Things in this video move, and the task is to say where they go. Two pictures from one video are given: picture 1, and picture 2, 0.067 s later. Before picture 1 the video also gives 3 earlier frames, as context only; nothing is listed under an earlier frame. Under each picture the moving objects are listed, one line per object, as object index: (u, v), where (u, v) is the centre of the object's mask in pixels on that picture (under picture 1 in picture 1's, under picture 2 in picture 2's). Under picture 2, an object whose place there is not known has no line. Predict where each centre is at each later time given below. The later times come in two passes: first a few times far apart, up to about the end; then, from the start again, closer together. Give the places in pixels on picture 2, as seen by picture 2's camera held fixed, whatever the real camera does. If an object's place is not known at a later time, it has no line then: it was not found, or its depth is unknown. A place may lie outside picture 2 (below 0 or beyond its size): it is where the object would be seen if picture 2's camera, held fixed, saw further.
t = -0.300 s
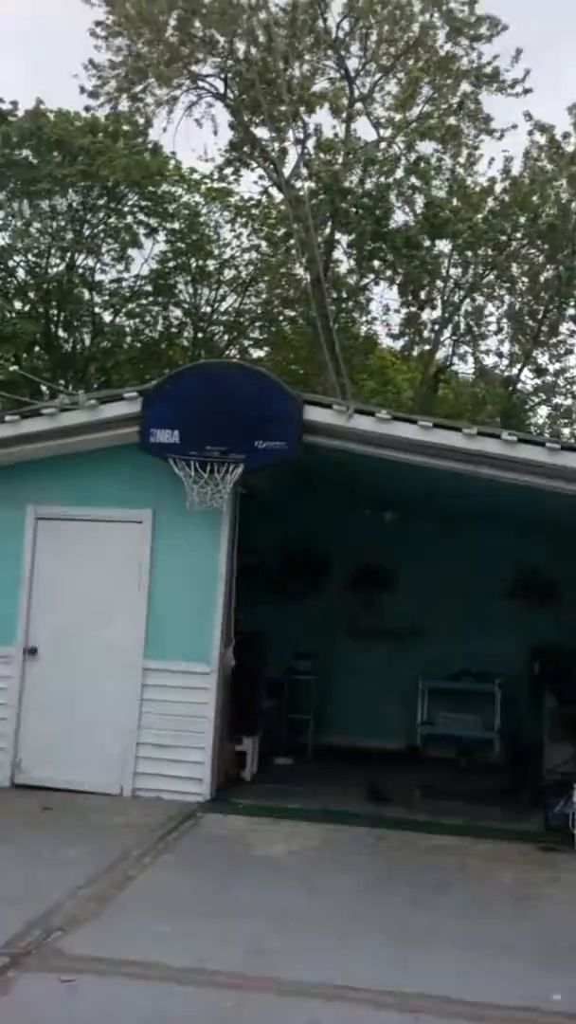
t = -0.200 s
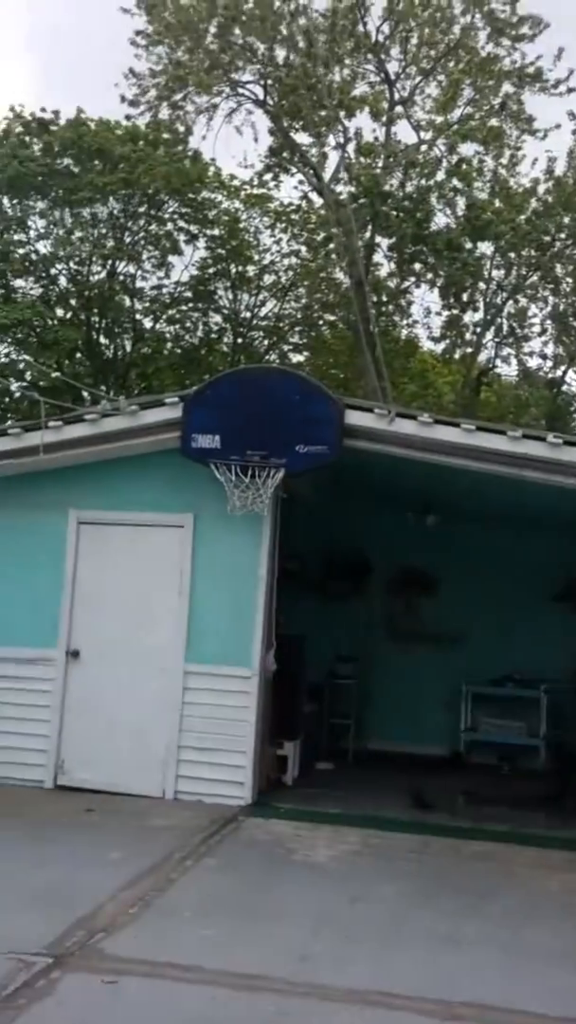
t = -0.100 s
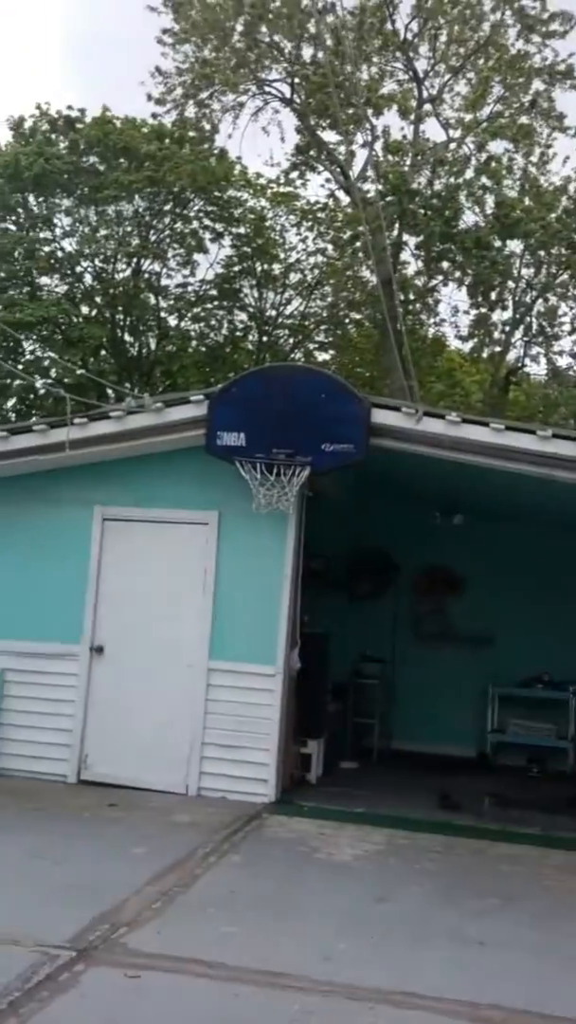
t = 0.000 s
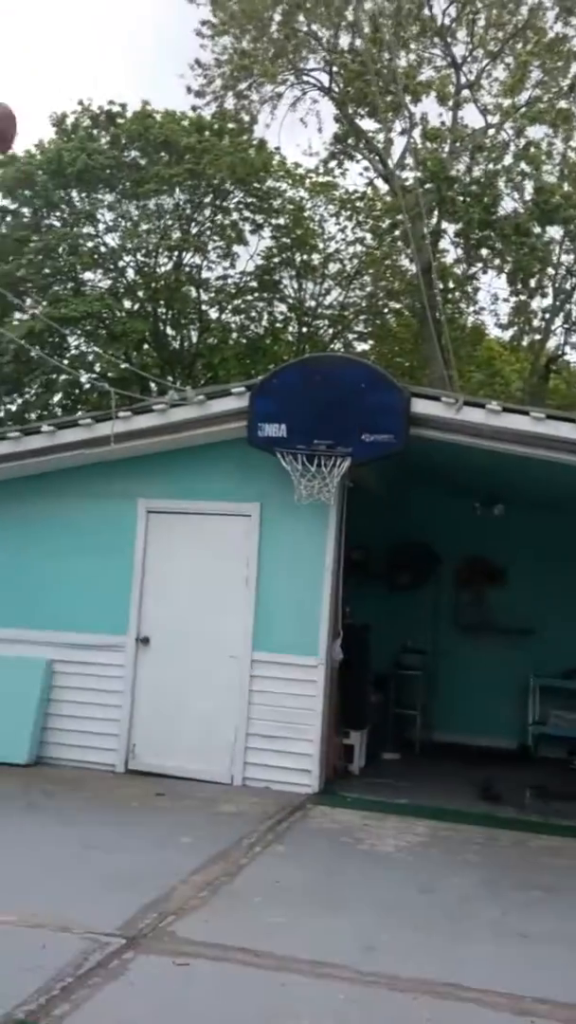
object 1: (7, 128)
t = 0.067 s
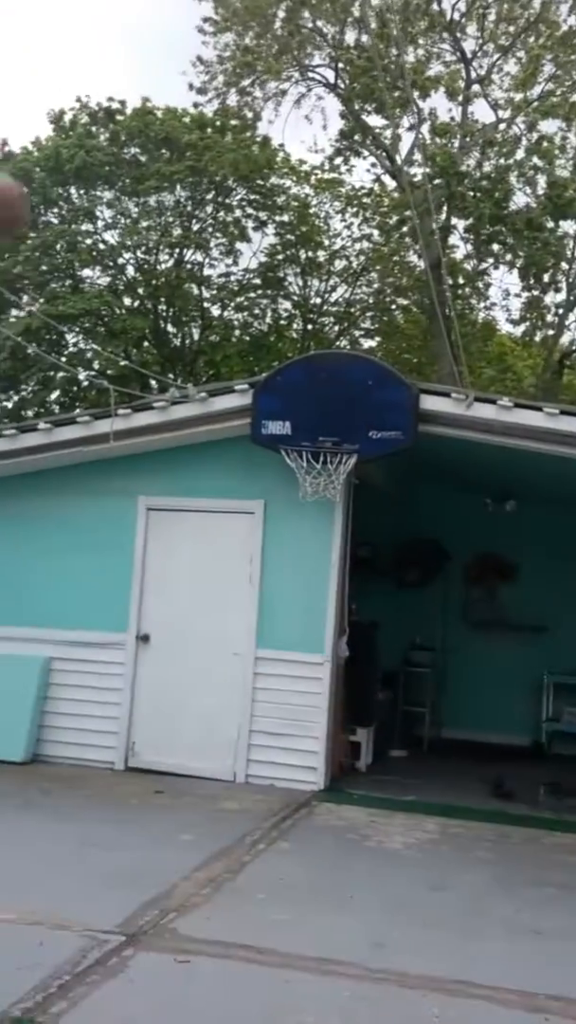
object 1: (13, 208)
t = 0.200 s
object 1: (28, 390)
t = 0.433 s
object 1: (54, 798)
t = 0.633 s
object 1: (66, 696)
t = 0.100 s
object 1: (20, 253)
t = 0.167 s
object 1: (27, 345)
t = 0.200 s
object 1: (28, 390)
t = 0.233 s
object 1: (34, 442)
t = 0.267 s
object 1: (37, 495)
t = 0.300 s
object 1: (39, 552)
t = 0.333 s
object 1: (42, 612)
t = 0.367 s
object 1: (44, 672)
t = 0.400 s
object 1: (48, 735)
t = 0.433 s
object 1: (54, 798)
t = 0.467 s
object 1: (57, 864)
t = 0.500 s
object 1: (56, 831)
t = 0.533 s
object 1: (58, 791)
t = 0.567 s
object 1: (60, 756)
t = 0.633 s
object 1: (66, 696)
